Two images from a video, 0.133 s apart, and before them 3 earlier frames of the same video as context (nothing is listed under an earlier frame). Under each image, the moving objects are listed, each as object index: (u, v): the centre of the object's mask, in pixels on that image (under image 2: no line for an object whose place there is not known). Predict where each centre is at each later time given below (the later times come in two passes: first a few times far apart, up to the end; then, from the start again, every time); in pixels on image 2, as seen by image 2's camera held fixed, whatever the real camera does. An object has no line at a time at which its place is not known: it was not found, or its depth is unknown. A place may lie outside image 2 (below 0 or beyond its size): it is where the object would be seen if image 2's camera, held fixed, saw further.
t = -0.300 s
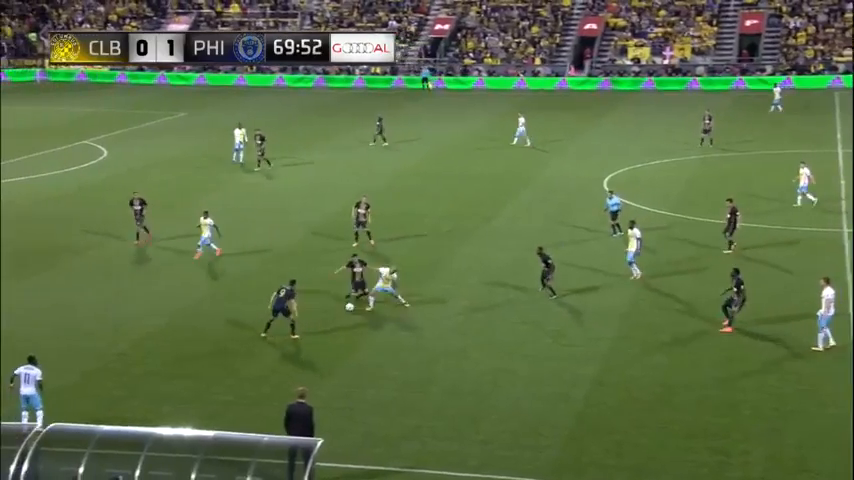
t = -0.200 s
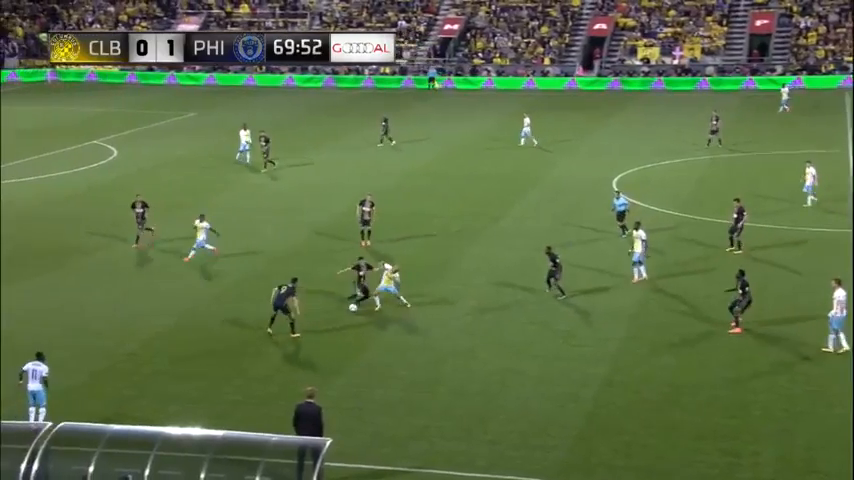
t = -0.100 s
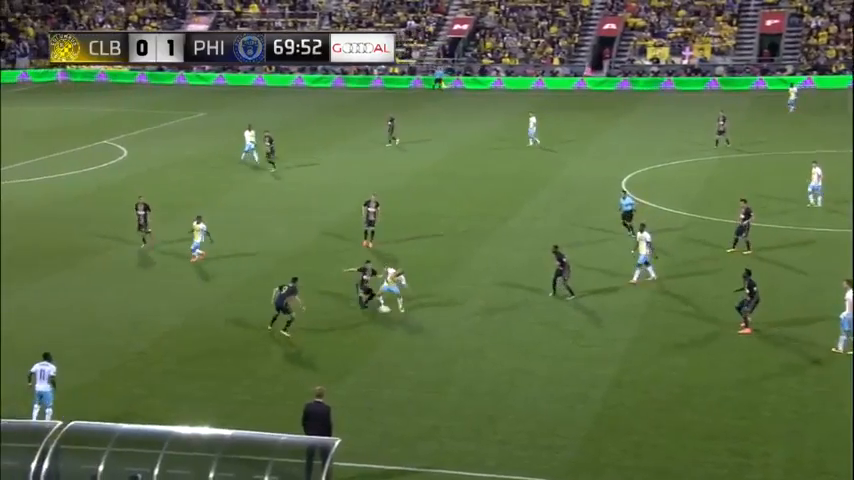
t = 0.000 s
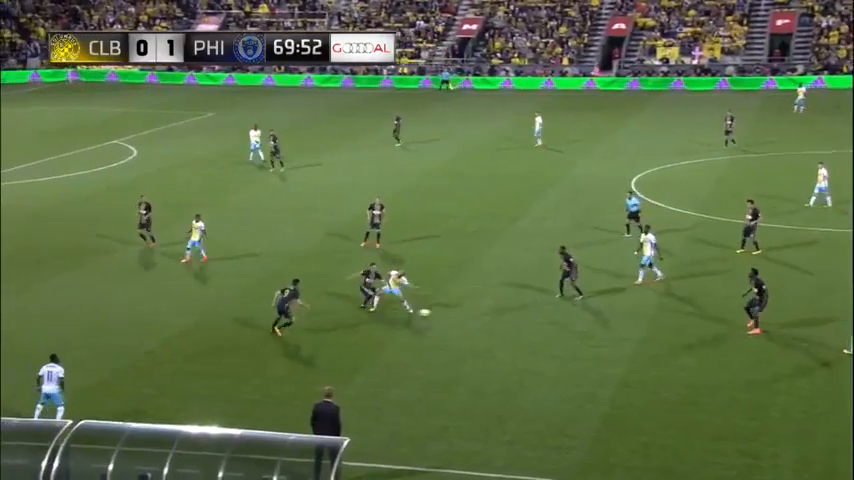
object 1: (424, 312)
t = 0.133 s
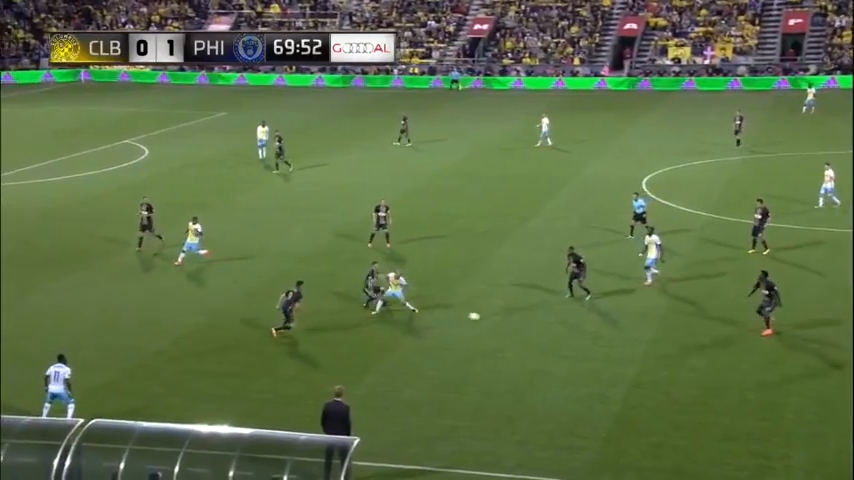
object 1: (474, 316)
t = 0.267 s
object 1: (510, 319)
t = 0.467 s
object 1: (562, 326)
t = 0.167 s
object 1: (483, 318)
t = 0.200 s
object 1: (493, 319)
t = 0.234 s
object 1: (501, 319)
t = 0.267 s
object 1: (510, 319)
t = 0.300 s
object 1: (519, 321)
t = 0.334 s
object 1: (528, 322)
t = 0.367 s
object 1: (537, 323)
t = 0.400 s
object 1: (545, 324)
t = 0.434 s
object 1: (554, 325)
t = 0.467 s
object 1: (562, 326)
